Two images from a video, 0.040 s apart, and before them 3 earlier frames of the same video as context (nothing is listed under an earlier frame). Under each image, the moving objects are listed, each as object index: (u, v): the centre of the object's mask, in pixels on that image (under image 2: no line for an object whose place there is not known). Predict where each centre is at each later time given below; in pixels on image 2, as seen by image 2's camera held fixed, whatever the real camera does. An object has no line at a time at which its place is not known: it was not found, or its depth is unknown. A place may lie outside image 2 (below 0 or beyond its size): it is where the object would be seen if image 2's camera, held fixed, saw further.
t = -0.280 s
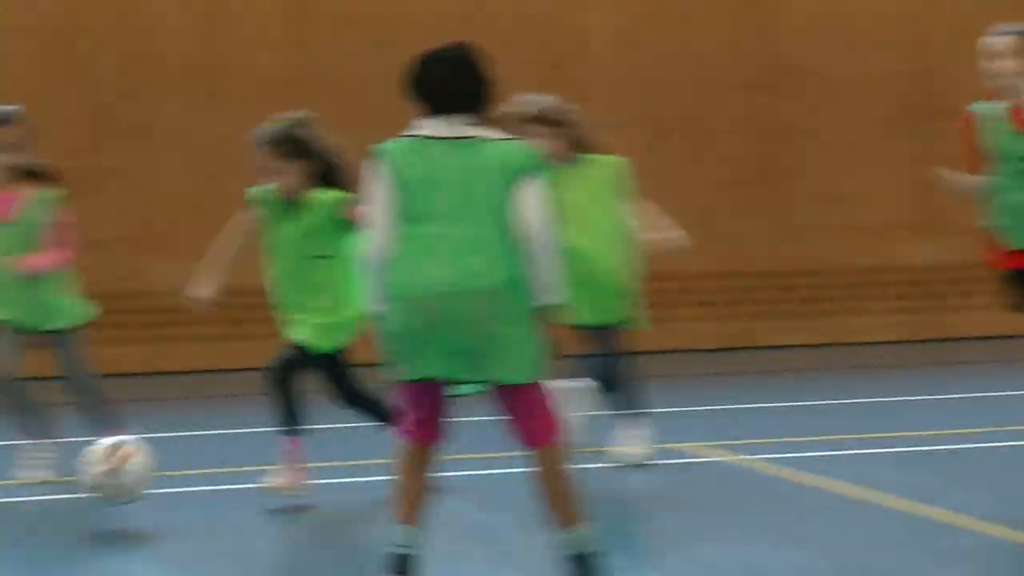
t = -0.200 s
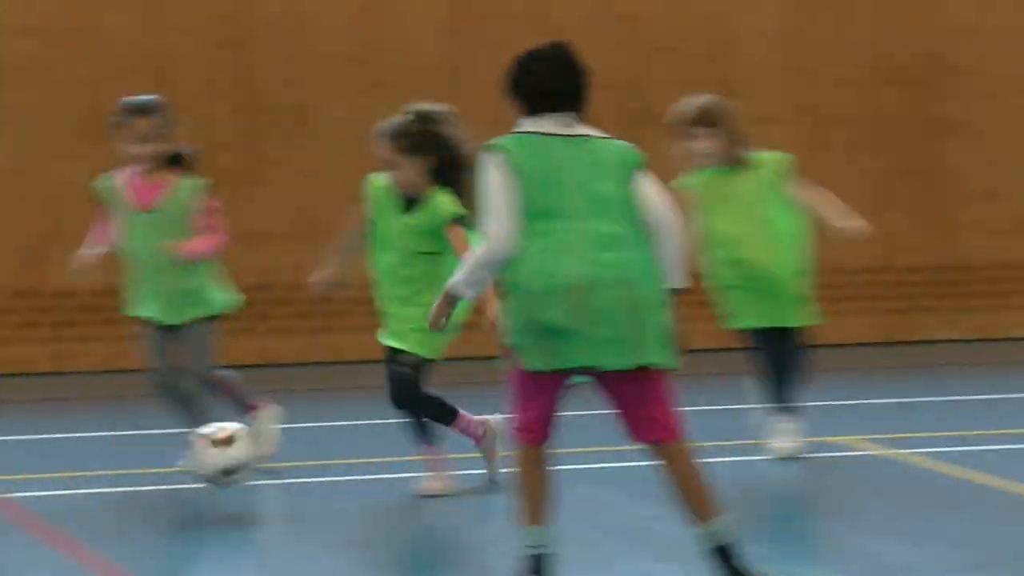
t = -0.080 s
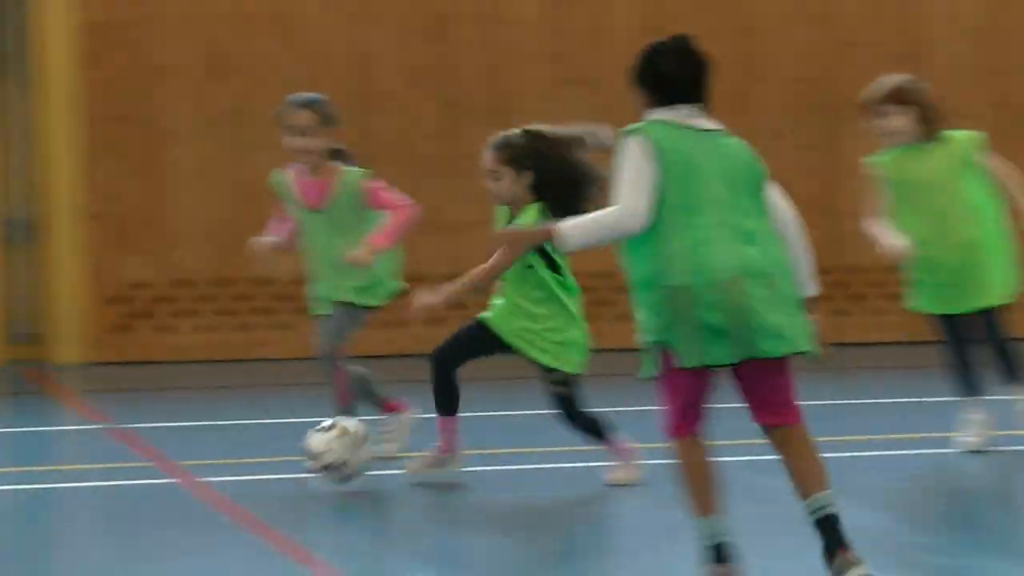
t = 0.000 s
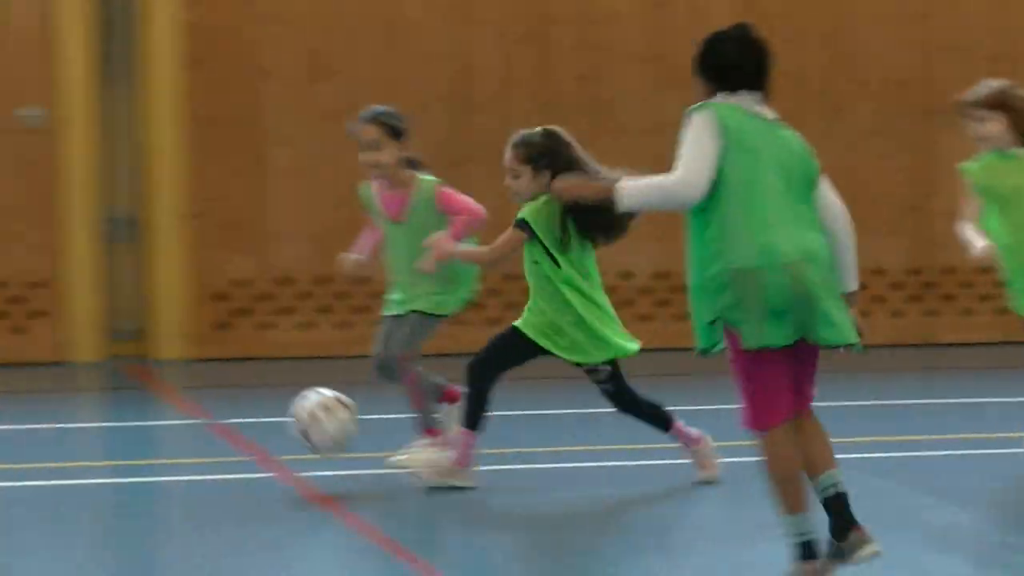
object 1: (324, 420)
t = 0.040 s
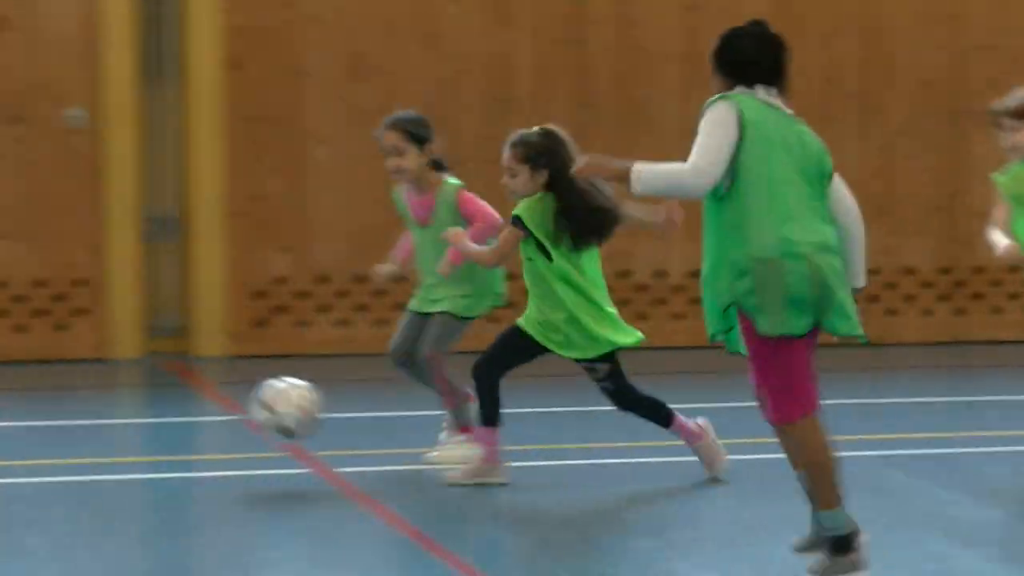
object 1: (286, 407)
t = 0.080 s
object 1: (212, 403)
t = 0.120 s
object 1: (135, 404)
